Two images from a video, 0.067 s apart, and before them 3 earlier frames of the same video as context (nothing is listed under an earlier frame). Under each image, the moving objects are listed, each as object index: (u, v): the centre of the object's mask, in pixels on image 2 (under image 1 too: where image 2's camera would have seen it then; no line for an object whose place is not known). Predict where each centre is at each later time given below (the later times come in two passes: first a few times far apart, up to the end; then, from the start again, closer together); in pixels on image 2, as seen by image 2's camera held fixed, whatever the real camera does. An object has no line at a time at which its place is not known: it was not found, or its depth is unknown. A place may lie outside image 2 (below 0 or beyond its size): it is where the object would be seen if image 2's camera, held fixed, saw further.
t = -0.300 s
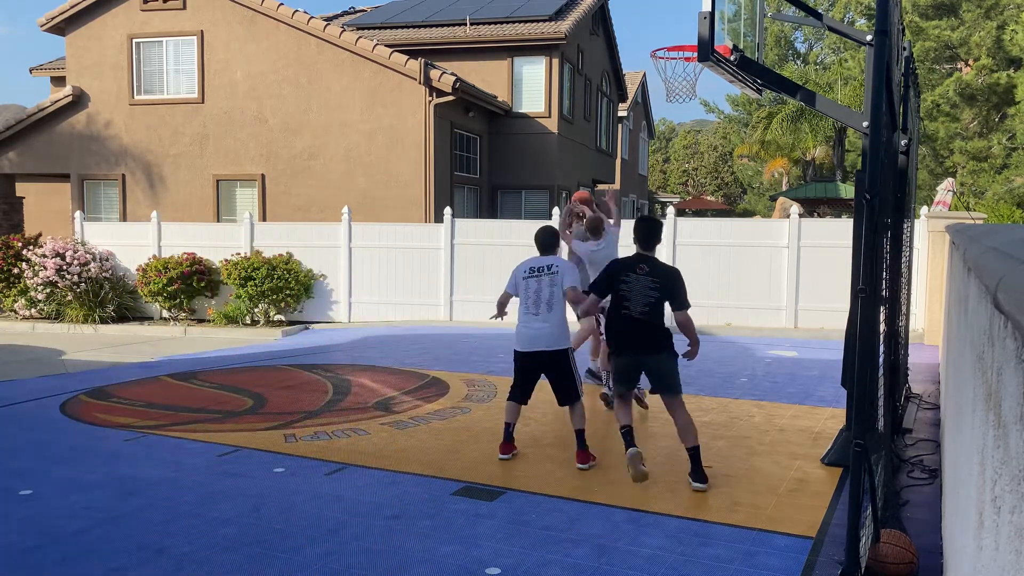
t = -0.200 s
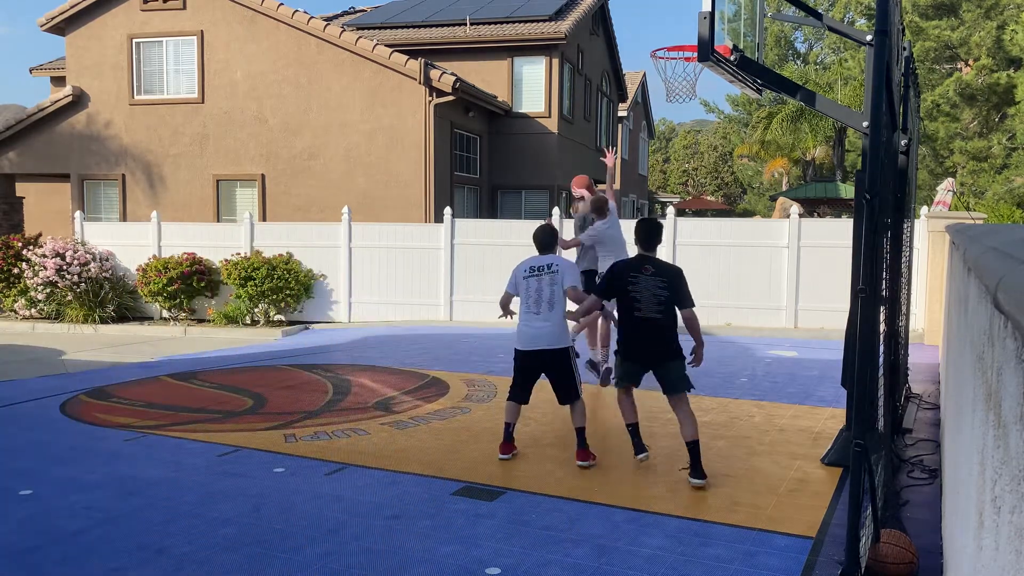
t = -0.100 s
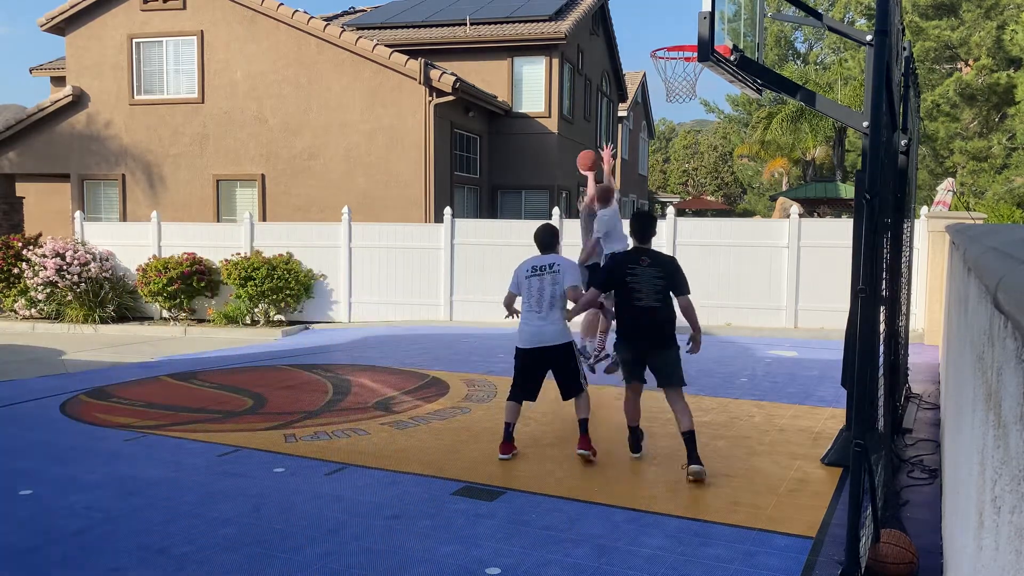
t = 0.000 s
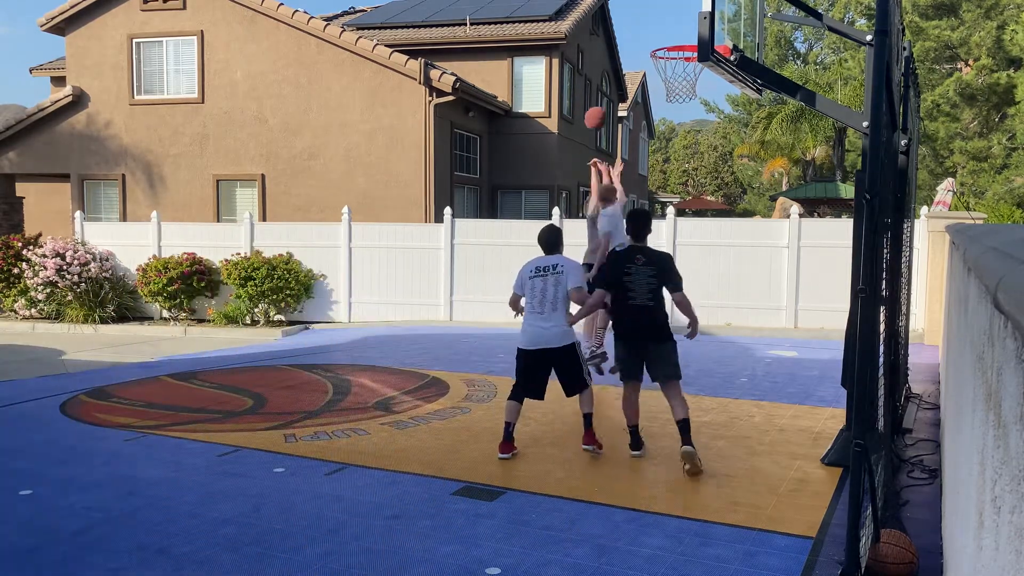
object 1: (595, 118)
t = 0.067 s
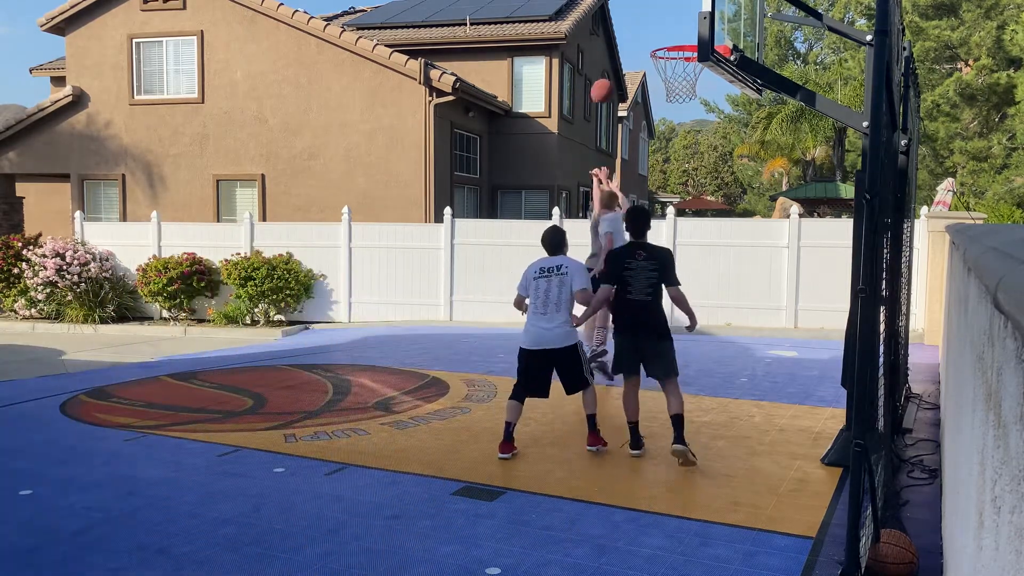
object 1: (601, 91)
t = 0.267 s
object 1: (622, 31)
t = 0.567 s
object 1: (655, 14)
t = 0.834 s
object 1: (682, 34)
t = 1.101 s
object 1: (681, 28)
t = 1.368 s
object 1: (678, 34)
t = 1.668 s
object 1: (680, 99)
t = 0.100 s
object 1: (606, 79)
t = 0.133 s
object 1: (607, 67)
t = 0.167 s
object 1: (612, 57)
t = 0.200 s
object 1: (615, 48)
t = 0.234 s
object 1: (619, 39)
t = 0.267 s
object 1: (622, 31)
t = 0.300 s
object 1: (626, 25)
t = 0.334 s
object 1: (629, 19)
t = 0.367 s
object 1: (633, 15)
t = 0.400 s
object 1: (637, 12)
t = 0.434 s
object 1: (640, 11)
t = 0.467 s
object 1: (644, 10)
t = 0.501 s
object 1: (647, 11)
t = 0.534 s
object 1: (652, 12)
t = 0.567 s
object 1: (655, 14)
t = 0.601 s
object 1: (659, 18)
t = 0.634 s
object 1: (663, 25)
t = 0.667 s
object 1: (667, 32)
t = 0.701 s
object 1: (671, 37)
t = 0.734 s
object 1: (674, 37)
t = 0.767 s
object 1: (677, 35)
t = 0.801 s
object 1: (680, 34)
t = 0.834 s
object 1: (682, 34)
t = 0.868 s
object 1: (684, 34)
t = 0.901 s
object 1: (685, 34)
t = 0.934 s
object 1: (685, 31)
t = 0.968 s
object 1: (684, 29)
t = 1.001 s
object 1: (684, 27)
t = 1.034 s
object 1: (683, 26)
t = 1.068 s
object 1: (682, 26)
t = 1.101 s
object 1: (681, 28)
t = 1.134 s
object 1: (680, 31)
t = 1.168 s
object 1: (679, 34)
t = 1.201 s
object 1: (677, 37)
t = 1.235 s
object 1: (677, 37)
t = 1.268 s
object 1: (678, 35)
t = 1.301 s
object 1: (678, 34)
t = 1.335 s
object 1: (678, 33)
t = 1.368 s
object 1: (678, 34)
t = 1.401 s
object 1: (678, 35)
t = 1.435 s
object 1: (678, 40)
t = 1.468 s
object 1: (678, 45)
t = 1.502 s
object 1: (678, 55)
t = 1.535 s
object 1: (679, 64)
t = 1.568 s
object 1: (679, 70)
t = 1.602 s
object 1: (679, 82)
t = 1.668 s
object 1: (680, 99)
